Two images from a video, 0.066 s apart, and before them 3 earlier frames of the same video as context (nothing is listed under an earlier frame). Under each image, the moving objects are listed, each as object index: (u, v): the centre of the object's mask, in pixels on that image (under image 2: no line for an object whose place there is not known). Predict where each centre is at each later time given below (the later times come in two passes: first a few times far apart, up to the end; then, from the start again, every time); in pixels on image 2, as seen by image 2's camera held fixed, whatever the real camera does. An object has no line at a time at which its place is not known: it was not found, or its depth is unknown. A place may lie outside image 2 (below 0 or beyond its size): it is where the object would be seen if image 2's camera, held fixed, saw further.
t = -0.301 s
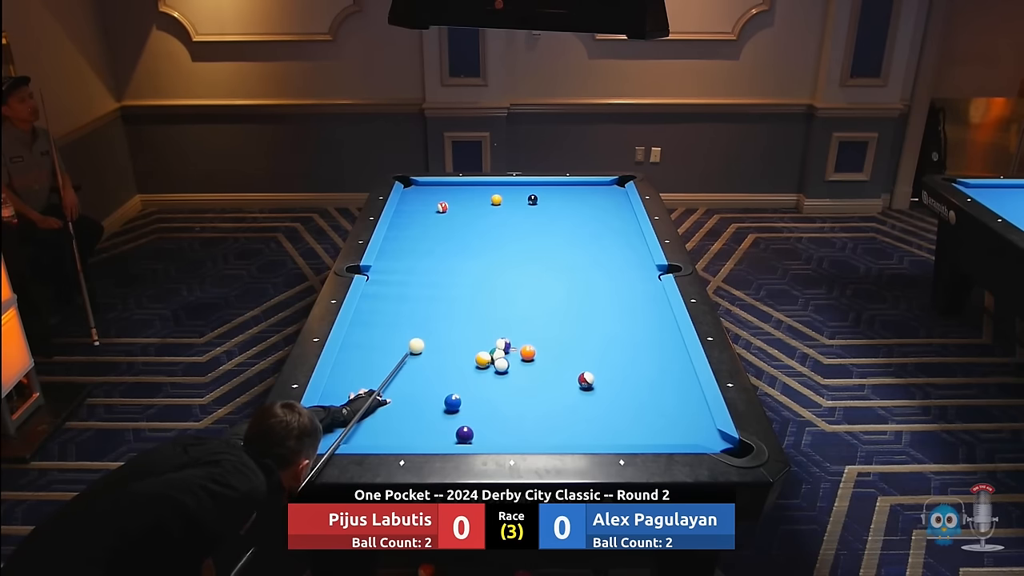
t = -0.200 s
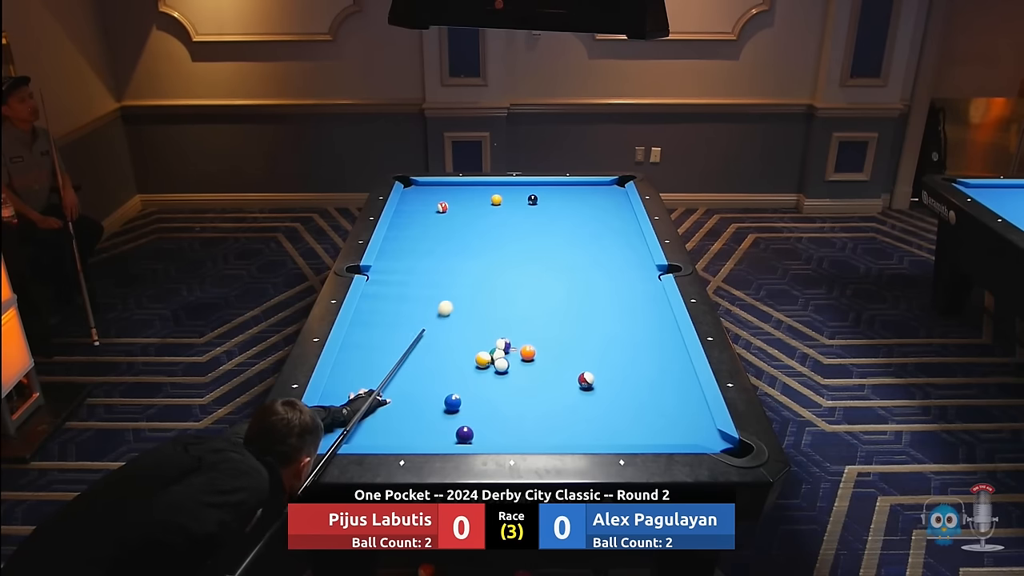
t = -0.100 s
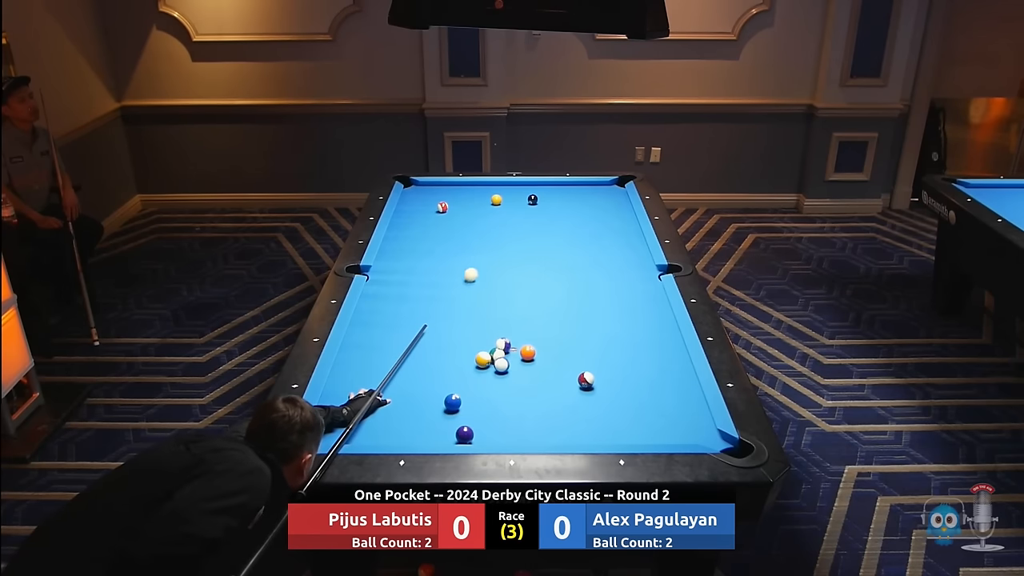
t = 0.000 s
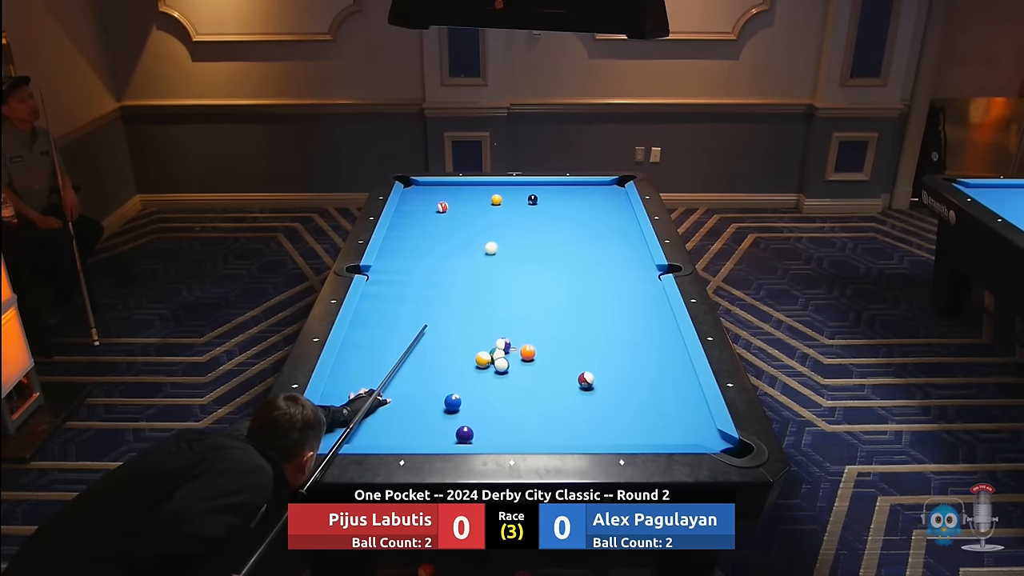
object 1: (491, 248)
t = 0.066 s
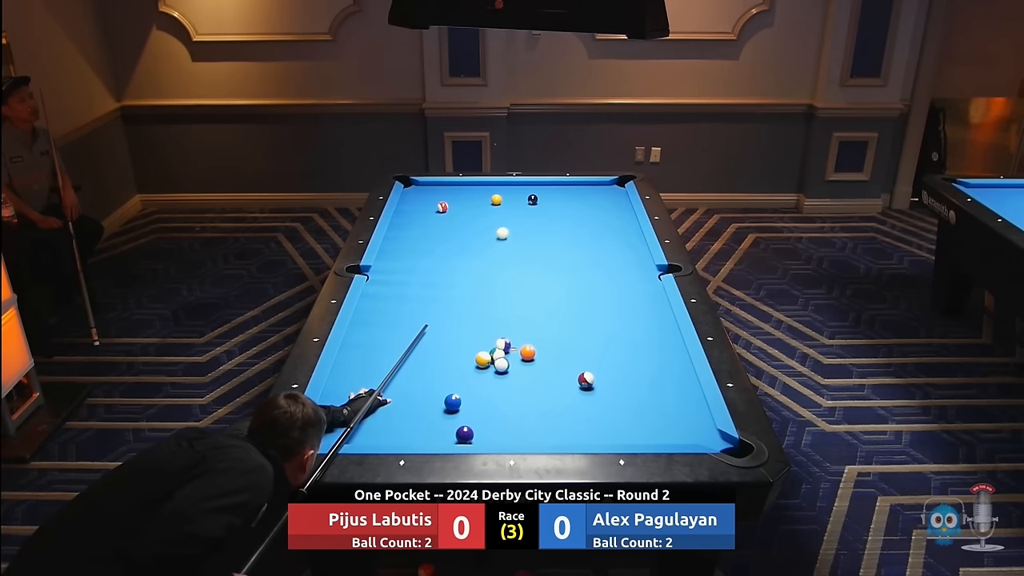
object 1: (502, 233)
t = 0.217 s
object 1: (522, 206)
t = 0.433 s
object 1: (500, 190)
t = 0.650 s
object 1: (476, 187)
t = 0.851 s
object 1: (446, 194)
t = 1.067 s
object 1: (414, 202)
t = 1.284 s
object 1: (411, 210)
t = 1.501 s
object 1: (425, 219)
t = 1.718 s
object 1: (440, 229)
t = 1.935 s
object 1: (456, 239)
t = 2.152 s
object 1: (472, 248)
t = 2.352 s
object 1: (487, 258)
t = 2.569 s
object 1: (504, 268)
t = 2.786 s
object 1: (522, 279)
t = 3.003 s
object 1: (540, 290)
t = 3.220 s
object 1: (559, 301)
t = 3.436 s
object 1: (579, 312)
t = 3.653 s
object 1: (599, 324)
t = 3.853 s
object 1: (618, 335)
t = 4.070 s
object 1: (639, 347)
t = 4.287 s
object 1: (660, 359)
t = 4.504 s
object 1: (681, 372)
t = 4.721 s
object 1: (685, 382)
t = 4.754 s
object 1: (684, 383)
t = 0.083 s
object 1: (505, 230)
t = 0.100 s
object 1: (507, 226)
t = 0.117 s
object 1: (510, 223)
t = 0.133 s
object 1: (512, 220)
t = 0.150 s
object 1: (514, 217)
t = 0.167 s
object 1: (517, 214)
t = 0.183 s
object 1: (519, 211)
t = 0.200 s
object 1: (520, 208)
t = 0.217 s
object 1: (522, 206)
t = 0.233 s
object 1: (524, 203)
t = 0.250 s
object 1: (525, 201)
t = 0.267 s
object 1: (522, 200)
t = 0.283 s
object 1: (520, 199)
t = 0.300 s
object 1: (517, 198)
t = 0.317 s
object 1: (515, 198)
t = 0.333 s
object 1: (512, 197)
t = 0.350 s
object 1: (510, 196)
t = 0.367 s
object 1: (508, 195)
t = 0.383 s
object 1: (506, 194)
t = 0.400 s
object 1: (504, 193)
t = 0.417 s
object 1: (502, 192)
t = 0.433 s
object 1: (500, 190)
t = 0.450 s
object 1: (498, 190)
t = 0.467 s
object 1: (497, 189)
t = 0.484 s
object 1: (495, 188)
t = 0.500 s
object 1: (494, 187)
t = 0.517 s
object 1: (492, 186)
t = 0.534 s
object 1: (491, 185)
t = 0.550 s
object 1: (489, 184)
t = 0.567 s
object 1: (488, 183)
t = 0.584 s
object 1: (485, 184)
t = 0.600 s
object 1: (483, 185)
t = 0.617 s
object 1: (481, 186)
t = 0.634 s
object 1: (478, 186)
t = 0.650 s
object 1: (476, 187)
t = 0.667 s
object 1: (473, 188)
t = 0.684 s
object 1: (471, 188)
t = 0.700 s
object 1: (468, 189)
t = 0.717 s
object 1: (466, 190)
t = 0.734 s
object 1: (463, 190)
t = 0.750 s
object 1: (461, 191)
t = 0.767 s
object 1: (458, 192)
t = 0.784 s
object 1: (456, 192)
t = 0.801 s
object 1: (454, 193)
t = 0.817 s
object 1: (451, 193)
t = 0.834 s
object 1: (449, 194)
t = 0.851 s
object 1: (446, 194)
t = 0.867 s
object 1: (444, 195)
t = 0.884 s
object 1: (442, 195)
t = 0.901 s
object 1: (439, 196)
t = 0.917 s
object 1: (436, 197)
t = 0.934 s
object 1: (434, 197)
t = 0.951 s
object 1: (432, 198)
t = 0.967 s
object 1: (429, 199)
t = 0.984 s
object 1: (427, 199)
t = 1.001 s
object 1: (424, 200)
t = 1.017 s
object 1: (422, 200)
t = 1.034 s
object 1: (419, 201)
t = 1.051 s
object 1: (417, 201)
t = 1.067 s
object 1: (414, 202)
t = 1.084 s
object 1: (412, 203)
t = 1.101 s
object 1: (409, 203)
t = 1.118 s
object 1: (407, 204)
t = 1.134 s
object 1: (404, 204)
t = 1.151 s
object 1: (401, 205)
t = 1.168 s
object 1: (402, 206)
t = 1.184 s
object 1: (403, 206)
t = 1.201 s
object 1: (405, 207)
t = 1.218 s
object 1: (406, 208)
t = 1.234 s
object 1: (407, 208)
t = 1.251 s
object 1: (409, 209)
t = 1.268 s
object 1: (410, 210)
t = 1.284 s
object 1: (411, 210)
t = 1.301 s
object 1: (412, 211)
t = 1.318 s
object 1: (413, 212)
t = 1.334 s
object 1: (414, 212)
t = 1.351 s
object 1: (415, 213)
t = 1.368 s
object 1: (416, 214)
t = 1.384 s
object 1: (418, 215)
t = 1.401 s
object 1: (419, 215)
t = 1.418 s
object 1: (419, 216)
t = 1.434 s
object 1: (421, 217)
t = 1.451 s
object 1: (422, 217)
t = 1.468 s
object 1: (423, 218)
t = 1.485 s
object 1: (424, 219)
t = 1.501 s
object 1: (425, 219)
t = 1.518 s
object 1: (426, 220)
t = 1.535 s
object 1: (427, 221)
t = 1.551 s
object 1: (428, 222)
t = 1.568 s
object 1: (430, 222)
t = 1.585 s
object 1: (431, 223)
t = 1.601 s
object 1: (432, 224)
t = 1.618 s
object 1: (433, 225)
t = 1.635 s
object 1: (434, 225)
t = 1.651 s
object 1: (435, 226)
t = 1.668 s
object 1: (436, 226)
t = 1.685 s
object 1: (438, 227)
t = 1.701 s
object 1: (439, 228)
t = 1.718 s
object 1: (440, 229)
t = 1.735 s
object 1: (441, 230)
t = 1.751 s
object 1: (442, 230)
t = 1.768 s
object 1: (444, 231)
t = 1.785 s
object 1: (445, 232)
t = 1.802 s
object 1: (446, 232)
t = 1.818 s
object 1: (447, 233)
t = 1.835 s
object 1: (448, 234)
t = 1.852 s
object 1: (450, 235)
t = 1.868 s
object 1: (451, 235)
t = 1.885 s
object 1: (452, 236)
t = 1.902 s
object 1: (453, 237)
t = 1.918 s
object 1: (454, 238)
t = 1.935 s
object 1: (456, 239)
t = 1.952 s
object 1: (457, 239)
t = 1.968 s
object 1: (458, 240)
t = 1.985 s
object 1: (459, 241)
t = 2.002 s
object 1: (460, 241)
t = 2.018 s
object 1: (462, 242)
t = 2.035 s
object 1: (463, 243)
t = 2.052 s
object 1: (464, 244)
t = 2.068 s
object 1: (465, 245)
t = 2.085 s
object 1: (467, 245)
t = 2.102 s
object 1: (468, 246)
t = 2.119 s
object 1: (469, 247)
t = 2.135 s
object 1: (470, 248)
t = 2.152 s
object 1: (472, 248)
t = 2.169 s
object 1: (473, 249)
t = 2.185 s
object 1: (474, 250)
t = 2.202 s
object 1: (475, 251)
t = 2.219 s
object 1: (477, 252)
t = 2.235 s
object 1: (478, 252)
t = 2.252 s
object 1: (479, 253)
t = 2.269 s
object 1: (481, 254)
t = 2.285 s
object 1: (482, 255)
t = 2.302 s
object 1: (483, 255)
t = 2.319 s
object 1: (484, 256)
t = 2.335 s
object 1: (486, 257)
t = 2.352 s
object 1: (487, 258)
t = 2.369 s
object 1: (488, 259)
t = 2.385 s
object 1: (490, 259)
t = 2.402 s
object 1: (491, 260)
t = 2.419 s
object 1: (492, 261)
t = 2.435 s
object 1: (494, 262)
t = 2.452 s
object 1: (495, 263)
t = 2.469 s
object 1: (496, 263)
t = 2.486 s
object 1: (498, 264)
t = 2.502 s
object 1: (499, 265)
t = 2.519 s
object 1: (500, 266)
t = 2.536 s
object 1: (502, 266)
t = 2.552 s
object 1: (503, 267)
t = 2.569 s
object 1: (504, 268)
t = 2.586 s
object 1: (505, 269)
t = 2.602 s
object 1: (507, 270)
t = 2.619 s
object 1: (508, 270)
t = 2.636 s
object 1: (510, 271)
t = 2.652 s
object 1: (511, 272)
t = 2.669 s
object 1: (512, 273)
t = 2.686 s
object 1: (514, 274)
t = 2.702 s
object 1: (515, 274)
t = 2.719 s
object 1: (516, 276)
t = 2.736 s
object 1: (518, 276)
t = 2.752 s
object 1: (519, 277)
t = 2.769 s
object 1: (521, 278)
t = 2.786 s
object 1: (522, 279)
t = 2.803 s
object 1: (523, 280)
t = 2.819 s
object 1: (525, 280)
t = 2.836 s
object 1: (526, 281)
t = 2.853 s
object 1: (528, 282)
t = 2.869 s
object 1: (529, 283)
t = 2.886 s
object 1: (531, 284)
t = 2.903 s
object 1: (532, 285)
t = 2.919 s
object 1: (533, 286)
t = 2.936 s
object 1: (535, 286)
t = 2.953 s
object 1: (536, 287)
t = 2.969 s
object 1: (538, 288)
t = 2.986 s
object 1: (539, 289)
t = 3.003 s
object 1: (540, 290)
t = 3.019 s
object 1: (542, 291)
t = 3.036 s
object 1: (543, 291)
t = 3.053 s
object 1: (545, 292)
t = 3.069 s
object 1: (546, 293)
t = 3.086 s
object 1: (548, 294)
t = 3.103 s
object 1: (549, 295)
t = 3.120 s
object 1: (551, 296)
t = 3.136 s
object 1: (552, 297)
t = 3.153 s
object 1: (554, 298)
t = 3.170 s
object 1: (555, 299)
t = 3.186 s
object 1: (556, 299)
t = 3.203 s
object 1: (558, 300)
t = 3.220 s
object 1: (559, 301)
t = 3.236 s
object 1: (561, 302)
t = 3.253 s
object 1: (562, 303)
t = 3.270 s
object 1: (564, 304)
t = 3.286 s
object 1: (565, 304)
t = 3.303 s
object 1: (567, 305)
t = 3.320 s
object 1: (568, 306)
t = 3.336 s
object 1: (570, 307)
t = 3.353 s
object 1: (571, 308)
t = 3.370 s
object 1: (573, 309)
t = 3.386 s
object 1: (574, 310)
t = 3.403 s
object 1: (576, 311)
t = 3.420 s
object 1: (577, 311)
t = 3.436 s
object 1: (579, 312)
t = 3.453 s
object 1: (581, 313)
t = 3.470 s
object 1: (582, 314)
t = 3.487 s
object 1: (583, 315)
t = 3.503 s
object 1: (585, 316)
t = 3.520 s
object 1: (587, 317)
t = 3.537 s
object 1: (588, 318)
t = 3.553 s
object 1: (590, 319)
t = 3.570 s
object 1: (591, 320)
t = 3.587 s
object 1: (593, 321)
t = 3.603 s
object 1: (594, 321)
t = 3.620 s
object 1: (596, 322)
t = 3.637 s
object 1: (598, 323)
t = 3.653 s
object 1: (599, 324)
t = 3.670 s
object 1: (600, 325)
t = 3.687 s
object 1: (602, 326)
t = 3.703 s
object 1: (604, 327)
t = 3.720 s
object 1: (605, 328)
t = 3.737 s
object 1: (607, 329)
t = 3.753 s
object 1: (608, 330)
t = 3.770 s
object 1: (610, 330)
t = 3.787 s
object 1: (611, 331)
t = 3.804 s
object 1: (613, 332)
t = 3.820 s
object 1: (615, 333)
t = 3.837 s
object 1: (616, 334)
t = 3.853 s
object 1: (618, 335)
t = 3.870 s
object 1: (619, 336)
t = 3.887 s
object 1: (621, 337)
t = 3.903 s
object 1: (623, 338)
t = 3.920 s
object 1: (624, 339)
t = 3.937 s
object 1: (626, 340)
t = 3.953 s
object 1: (627, 341)
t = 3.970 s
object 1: (629, 342)
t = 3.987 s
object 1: (630, 343)
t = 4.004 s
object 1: (632, 343)
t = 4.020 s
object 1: (634, 344)
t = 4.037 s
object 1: (635, 345)
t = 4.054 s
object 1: (637, 346)
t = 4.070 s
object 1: (639, 347)
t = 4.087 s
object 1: (640, 348)
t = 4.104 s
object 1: (642, 349)
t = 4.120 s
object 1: (643, 350)
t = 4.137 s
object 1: (645, 351)
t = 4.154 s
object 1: (647, 352)
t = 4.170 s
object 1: (648, 353)
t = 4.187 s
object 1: (650, 354)
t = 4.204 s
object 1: (652, 355)
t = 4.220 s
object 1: (653, 356)
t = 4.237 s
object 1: (655, 357)
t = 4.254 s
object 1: (657, 358)
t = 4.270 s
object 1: (658, 359)
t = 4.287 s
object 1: (660, 359)
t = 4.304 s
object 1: (661, 361)
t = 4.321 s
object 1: (663, 362)
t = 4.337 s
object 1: (665, 362)
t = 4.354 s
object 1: (666, 363)
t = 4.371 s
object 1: (668, 364)
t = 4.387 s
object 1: (670, 365)
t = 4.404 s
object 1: (671, 366)
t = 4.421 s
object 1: (673, 367)
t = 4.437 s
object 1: (675, 368)
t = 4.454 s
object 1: (676, 369)
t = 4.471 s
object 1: (678, 370)
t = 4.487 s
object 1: (680, 371)
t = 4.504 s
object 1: (681, 372)
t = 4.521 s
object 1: (683, 373)
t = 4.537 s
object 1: (685, 374)
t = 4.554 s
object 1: (686, 375)
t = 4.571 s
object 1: (688, 376)
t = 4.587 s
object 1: (689, 377)
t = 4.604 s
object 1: (688, 377)
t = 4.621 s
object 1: (688, 378)
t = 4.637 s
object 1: (687, 379)
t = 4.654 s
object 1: (687, 379)
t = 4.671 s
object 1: (686, 380)
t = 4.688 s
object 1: (686, 381)
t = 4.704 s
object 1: (685, 381)
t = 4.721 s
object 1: (685, 382)
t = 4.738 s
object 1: (685, 382)
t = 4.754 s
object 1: (684, 383)
